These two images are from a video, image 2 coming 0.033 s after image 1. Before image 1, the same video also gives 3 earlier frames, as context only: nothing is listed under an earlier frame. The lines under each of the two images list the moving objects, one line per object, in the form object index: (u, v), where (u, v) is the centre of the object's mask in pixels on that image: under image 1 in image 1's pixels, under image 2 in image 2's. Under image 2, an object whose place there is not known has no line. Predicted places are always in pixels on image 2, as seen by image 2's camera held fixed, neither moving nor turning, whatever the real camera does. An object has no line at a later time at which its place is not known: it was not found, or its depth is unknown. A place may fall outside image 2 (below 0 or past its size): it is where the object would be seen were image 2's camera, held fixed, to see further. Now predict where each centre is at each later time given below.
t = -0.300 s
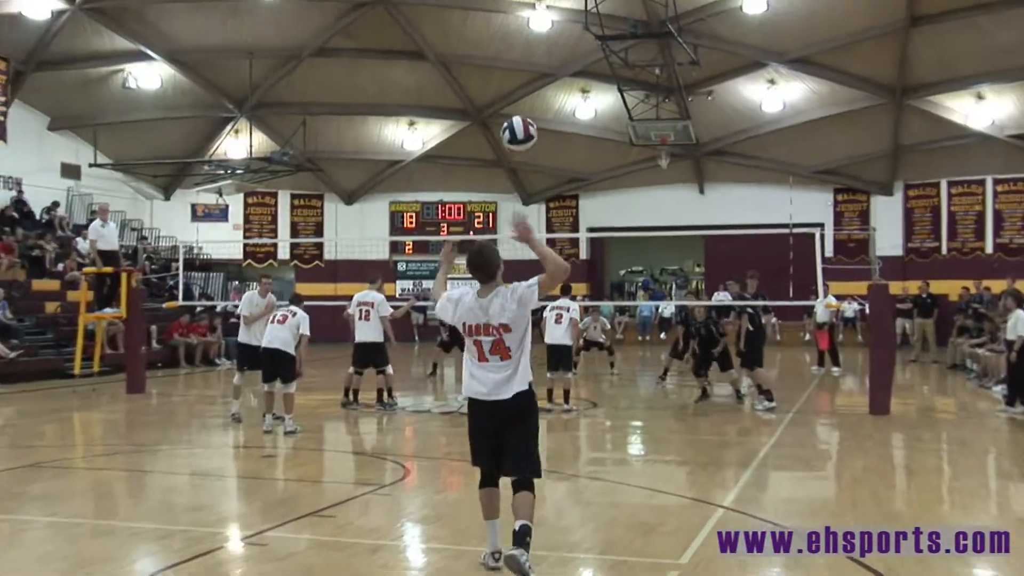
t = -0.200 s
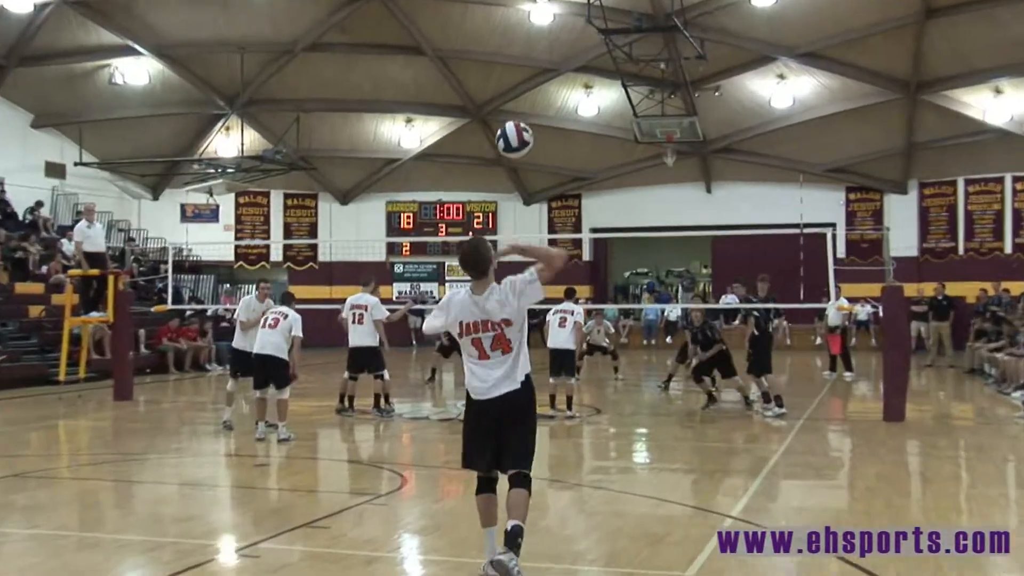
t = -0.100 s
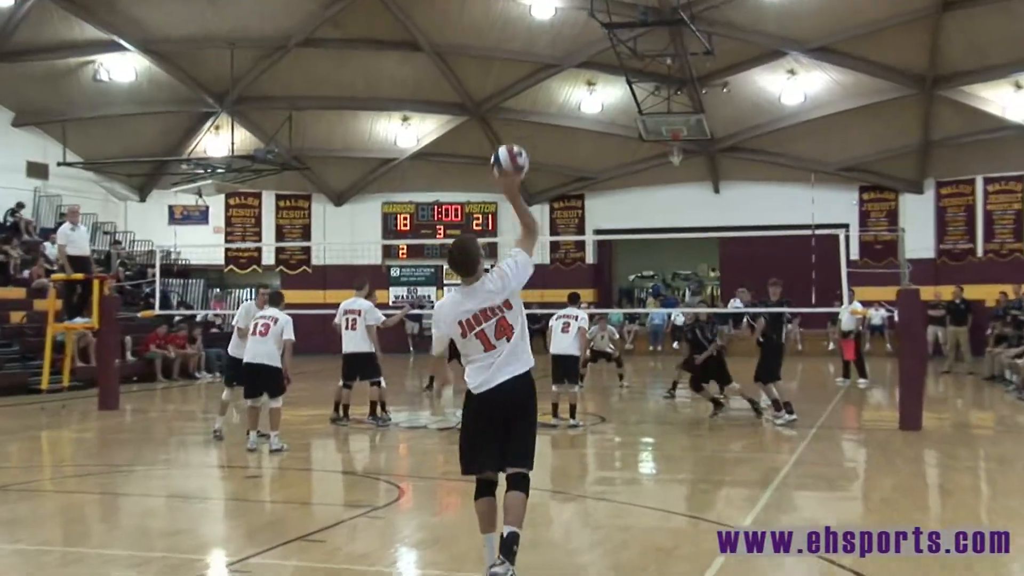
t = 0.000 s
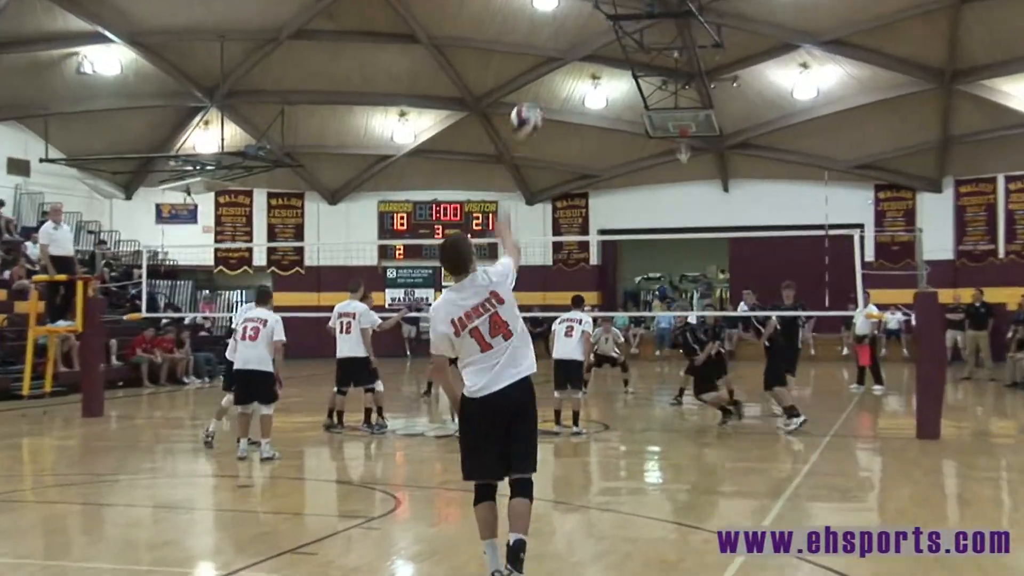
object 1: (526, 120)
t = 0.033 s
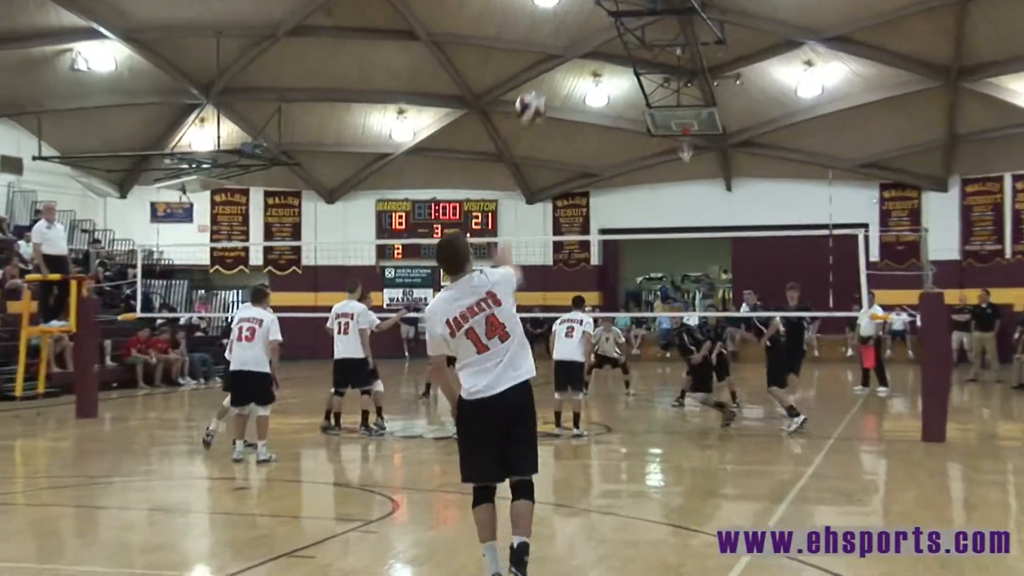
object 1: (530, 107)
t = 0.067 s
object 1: (535, 97)
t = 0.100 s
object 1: (538, 90)
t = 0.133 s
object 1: (542, 85)
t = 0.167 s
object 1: (545, 81)
